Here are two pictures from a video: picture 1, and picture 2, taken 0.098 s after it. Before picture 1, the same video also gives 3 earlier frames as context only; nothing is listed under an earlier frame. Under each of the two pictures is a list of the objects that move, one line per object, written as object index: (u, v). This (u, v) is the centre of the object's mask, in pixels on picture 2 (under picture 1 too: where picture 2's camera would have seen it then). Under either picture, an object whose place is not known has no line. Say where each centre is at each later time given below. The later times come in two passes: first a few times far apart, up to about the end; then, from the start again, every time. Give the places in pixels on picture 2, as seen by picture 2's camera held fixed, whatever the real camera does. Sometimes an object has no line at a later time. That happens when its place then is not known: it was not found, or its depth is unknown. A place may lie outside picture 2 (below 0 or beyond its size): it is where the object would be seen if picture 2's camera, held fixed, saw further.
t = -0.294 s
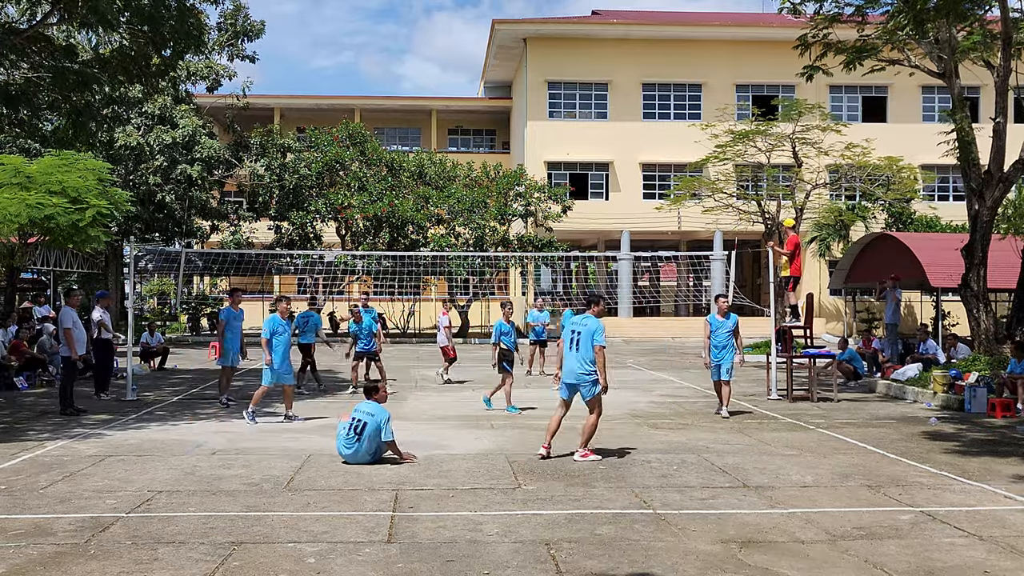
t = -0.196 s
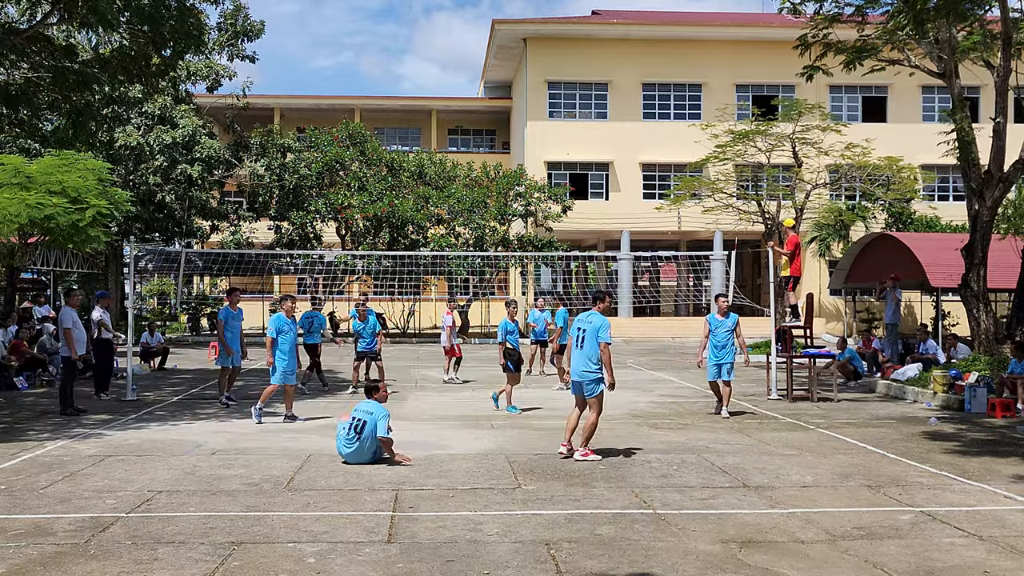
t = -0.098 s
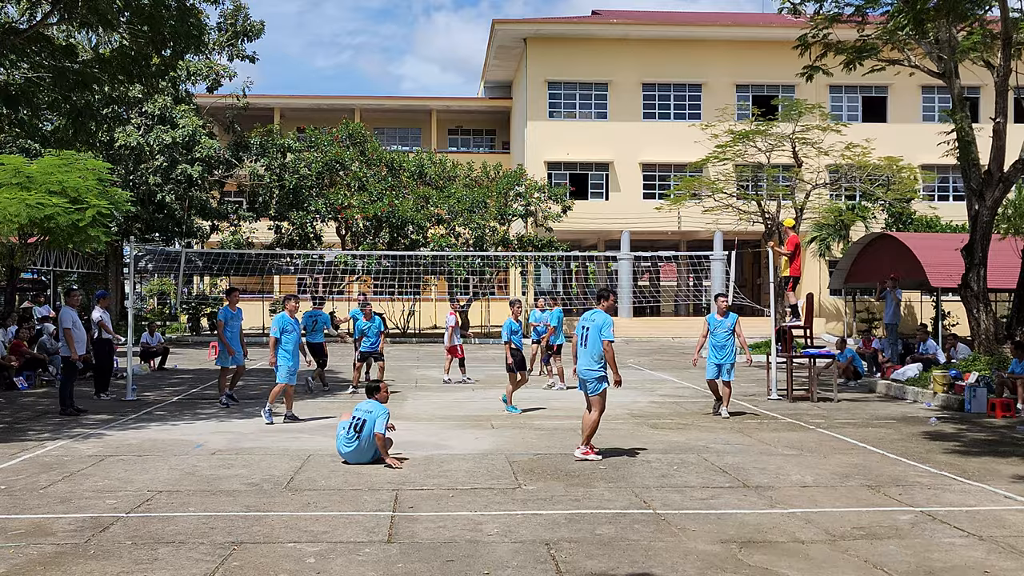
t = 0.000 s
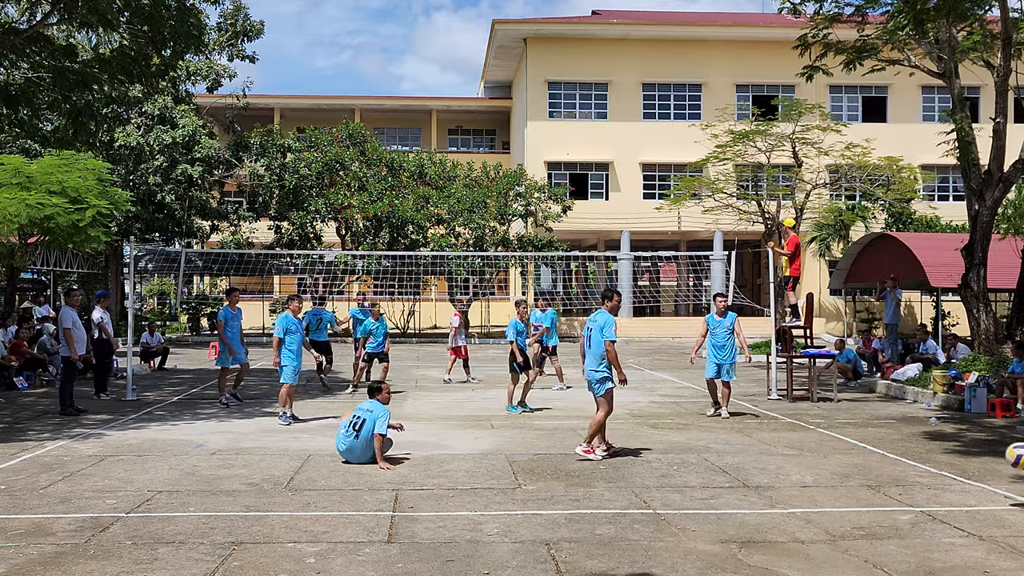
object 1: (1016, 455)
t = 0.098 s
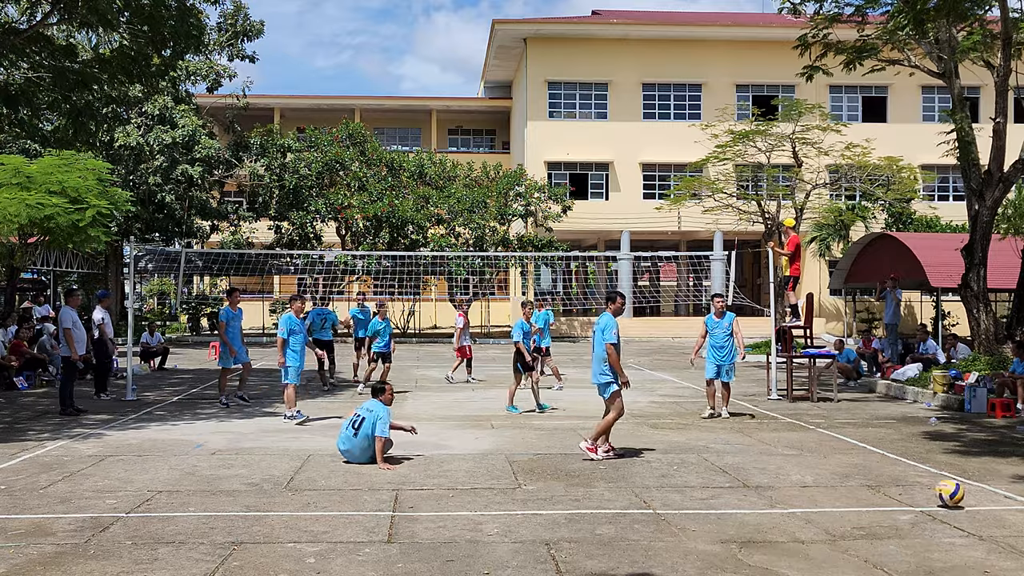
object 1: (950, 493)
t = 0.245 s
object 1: (922, 436)
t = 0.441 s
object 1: (885, 404)
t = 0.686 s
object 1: (842, 431)
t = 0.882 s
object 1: (810, 486)
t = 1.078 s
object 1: (771, 431)
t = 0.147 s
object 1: (940, 470)
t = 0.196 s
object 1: (930, 451)
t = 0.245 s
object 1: (922, 436)
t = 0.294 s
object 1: (913, 423)
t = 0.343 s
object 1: (903, 413)
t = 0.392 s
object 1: (894, 407)
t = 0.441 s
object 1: (885, 404)
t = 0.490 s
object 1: (876, 403)
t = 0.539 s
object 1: (867, 406)
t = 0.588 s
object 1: (859, 412)
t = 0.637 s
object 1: (851, 420)
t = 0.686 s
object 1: (842, 431)
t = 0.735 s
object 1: (833, 446)
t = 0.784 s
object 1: (827, 457)
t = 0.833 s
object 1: (819, 476)
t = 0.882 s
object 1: (810, 486)
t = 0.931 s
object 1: (800, 467)
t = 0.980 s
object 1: (790, 452)
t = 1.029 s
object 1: (780, 440)
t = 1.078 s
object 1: (771, 431)
